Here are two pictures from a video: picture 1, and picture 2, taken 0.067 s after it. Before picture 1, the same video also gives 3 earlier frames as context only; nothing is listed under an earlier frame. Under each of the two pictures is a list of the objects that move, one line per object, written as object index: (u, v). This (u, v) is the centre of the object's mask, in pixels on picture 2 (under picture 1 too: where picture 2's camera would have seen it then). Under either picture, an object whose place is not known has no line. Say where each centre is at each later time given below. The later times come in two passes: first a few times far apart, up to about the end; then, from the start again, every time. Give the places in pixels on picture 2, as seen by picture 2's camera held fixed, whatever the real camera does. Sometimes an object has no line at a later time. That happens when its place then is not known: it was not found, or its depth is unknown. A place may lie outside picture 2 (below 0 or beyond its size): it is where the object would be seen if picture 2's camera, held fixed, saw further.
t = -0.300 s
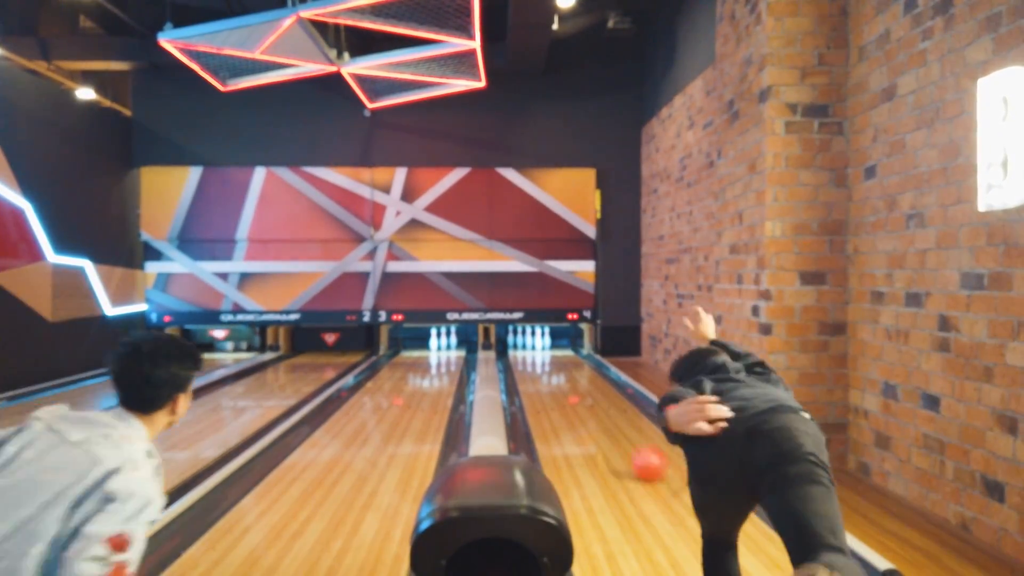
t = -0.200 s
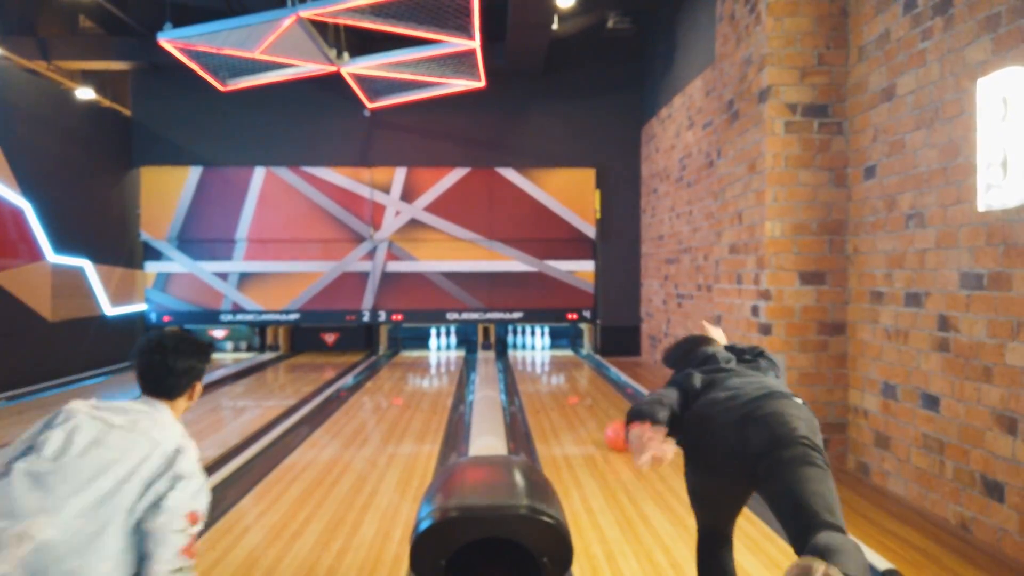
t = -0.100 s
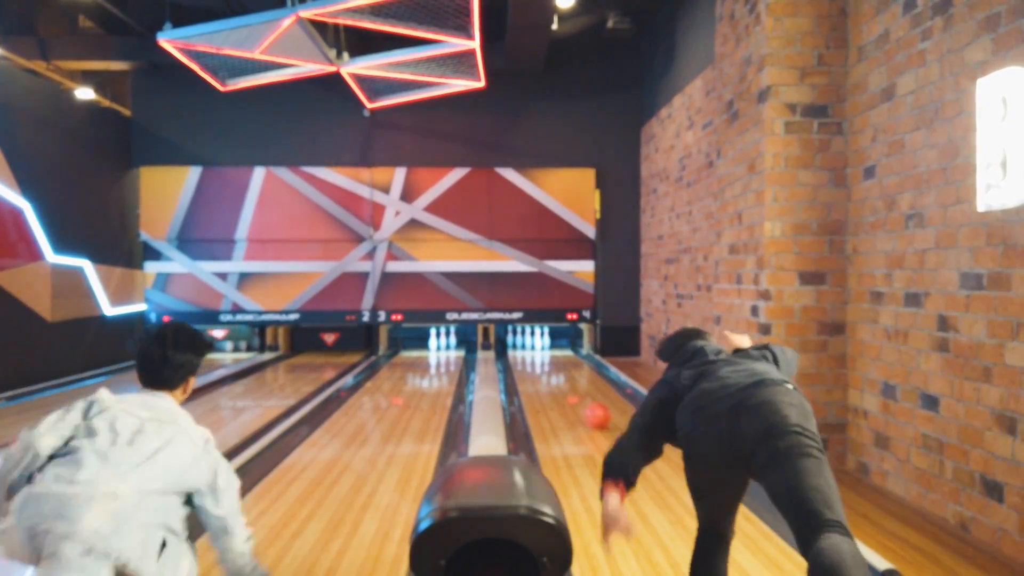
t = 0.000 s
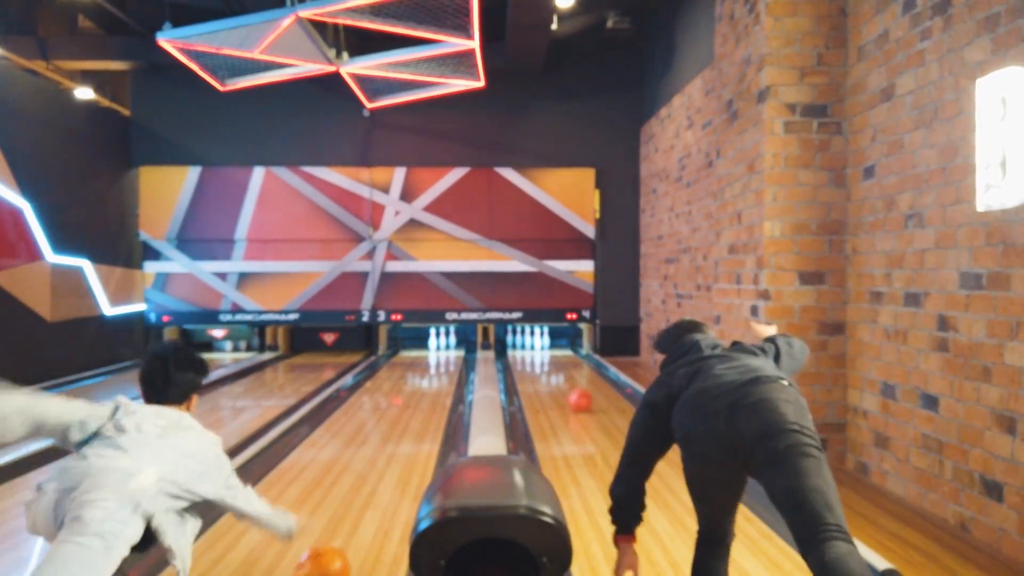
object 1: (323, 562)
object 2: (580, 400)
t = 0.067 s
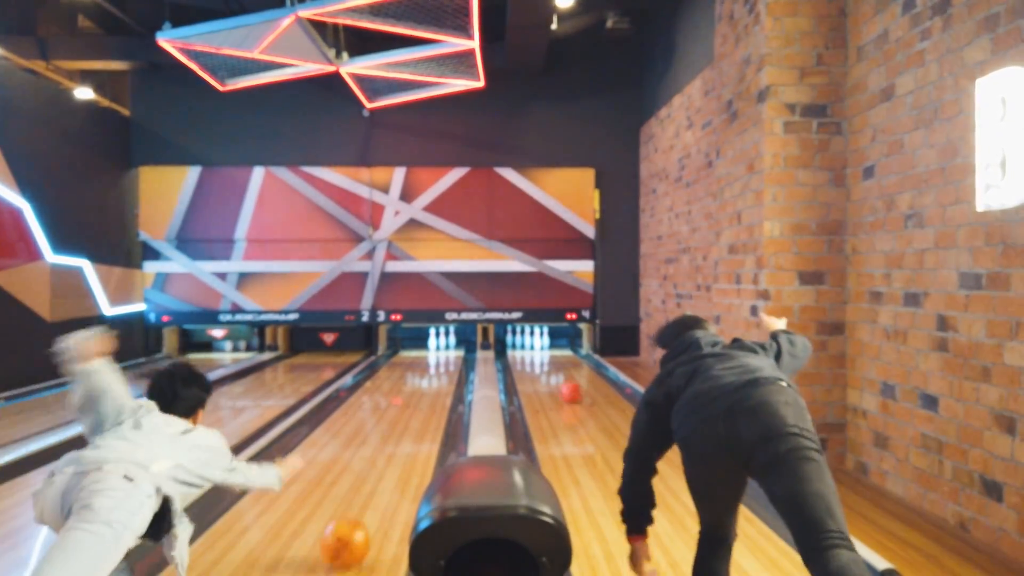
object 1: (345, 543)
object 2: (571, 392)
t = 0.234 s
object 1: (385, 480)
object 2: (551, 375)
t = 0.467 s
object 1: (416, 430)
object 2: (533, 359)
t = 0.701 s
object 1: (433, 400)
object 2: (518, 348)
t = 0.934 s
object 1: (444, 381)
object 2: (501, 341)
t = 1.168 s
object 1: (450, 368)
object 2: (500, 346)
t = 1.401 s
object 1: (455, 358)
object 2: (507, 343)
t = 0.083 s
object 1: (350, 535)
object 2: (568, 390)
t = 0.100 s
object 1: (355, 527)
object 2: (566, 388)
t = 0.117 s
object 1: (359, 520)
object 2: (564, 386)
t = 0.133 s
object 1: (364, 513)
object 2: (562, 384)
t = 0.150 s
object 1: (368, 507)
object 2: (560, 382)
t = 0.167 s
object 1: (372, 501)
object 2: (558, 381)
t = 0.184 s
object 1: (376, 496)
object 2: (556, 379)
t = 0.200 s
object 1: (379, 490)
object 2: (555, 378)
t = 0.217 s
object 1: (382, 486)
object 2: (554, 377)
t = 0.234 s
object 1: (385, 480)
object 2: (551, 375)
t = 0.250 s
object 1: (388, 476)
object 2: (550, 373)
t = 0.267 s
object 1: (391, 471)
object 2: (549, 372)
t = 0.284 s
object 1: (394, 467)
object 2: (547, 371)
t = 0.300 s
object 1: (396, 463)
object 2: (546, 370)
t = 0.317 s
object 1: (399, 459)
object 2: (545, 369)
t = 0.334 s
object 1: (400, 455)
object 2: (543, 368)
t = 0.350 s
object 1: (402, 451)
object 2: (541, 367)
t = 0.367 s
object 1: (404, 448)
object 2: (540, 366)
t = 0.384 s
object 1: (408, 444)
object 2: (538, 364)
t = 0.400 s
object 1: (409, 441)
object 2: (537, 364)
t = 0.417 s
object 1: (411, 438)
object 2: (536, 363)
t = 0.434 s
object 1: (413, 435)
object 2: (535, 362)
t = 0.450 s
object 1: (414, 432)
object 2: (534, 361)
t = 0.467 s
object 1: (416, 430)
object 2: (533, 359)
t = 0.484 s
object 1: (418, 426)
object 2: (530, 358)
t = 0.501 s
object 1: (419, 425)
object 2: (529, 358)
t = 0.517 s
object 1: (421, 422)
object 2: (528, 357)
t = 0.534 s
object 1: (422, 419)
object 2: (528, 355)
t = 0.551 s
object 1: (424, 417)
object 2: (527, 355)
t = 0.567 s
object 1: (425, 415)
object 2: (526, 354)
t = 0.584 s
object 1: (426, 413)
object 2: (525, 353)
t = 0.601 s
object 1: (427, 411)
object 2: (524, 353)
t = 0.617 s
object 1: (428, 409)
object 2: (524, 352)
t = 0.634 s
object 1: (429, 407)
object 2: (522, 351)
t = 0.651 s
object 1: (430, 405)
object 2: (521, 350)
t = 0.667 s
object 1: (431, 403)
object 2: (520, 350)
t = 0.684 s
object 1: (433, 401)
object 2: (519, 348)
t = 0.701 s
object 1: (433, 400)
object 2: (518, 348)
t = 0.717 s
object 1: (435, 398)
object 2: (518, 346)
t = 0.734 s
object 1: (436, 397)
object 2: (517, 346)
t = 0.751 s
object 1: (436, 395)
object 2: (517, 345)
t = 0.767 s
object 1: (437, 394)
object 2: (517, 344)
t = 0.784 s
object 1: (438, 392)
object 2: (516, 344)
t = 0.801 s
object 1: (438, 391)
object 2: (515, 344)
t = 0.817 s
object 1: (439, 390)
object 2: (514, 344)
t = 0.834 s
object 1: (440, 388)
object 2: (512, 344)
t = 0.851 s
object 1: (441, 386)
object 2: (511, 343)
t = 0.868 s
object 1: (441, 385)
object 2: (511, 342)
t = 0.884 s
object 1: (442, 384)
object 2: (509, 342)
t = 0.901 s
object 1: (442, 383)
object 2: (507, 341)
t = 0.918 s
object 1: (443, 382)
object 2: (504, 341)
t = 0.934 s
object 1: (444, 381)
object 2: (501, 341)
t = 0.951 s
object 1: (445, 380)
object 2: (500, 341)
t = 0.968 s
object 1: (445, 379)
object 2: (500, 341)
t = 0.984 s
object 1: (446, 378)
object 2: (500, 341)
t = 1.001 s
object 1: (446, 377)
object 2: (500, 342)
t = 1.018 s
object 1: (446, 375)
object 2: (500, 342)
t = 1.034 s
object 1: (447, 375)
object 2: (500, 342)
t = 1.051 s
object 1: (447, 374)
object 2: (500, 342)
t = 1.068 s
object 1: (448, 372)
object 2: (499, 343)
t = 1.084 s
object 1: (448, 372)
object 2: (499, 344)
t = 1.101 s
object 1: (448, 371)
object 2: (499, 344)
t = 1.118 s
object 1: (448, 370)
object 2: (499, 345)
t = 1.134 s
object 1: (449, 369)
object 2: (499, 346)
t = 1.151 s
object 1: (450, 369)
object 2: (500, 346)
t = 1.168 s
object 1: (450, 368)
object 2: (500, 346)
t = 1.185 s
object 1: (451, 366)
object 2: (501, 346)
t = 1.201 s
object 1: (451, 366)
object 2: (501, 346)
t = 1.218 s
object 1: (451, 366)
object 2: (502, 346)
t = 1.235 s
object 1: (452, 365)
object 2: (502, 346)
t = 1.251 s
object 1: (452, 364)
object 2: (503, 346)
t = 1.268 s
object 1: (452, 364)
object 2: (503, 346)
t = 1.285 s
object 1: (452, 363)
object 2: (504, 345)
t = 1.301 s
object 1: (452, 362)
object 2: (505, 345)
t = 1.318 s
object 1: (453, 361)
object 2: (505, 345)
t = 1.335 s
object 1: (454, 361)
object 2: (506, 344)
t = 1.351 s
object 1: (454, 360)
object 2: (506, 344)
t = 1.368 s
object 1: (454, 359)
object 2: (506, 344)
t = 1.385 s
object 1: (455, 358)
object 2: (507, 343)
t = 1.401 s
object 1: (455, 358)
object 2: (507, 343)
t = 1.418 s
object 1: (456, 357)
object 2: (508, 343)
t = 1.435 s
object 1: (457, 356)
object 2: (509, 343)
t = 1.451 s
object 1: (457, 356)
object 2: (509, 343)
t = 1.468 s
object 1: (457, 355)
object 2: (510, 343)
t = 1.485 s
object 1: (458, 354)
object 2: (510, 343)
